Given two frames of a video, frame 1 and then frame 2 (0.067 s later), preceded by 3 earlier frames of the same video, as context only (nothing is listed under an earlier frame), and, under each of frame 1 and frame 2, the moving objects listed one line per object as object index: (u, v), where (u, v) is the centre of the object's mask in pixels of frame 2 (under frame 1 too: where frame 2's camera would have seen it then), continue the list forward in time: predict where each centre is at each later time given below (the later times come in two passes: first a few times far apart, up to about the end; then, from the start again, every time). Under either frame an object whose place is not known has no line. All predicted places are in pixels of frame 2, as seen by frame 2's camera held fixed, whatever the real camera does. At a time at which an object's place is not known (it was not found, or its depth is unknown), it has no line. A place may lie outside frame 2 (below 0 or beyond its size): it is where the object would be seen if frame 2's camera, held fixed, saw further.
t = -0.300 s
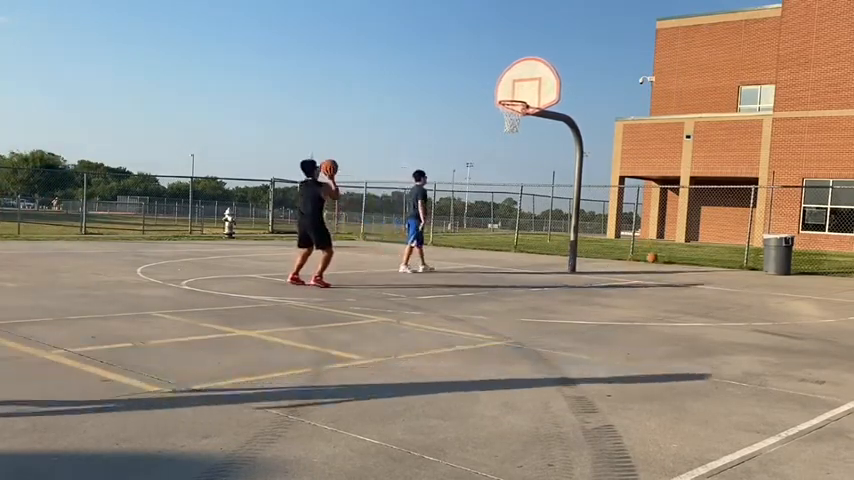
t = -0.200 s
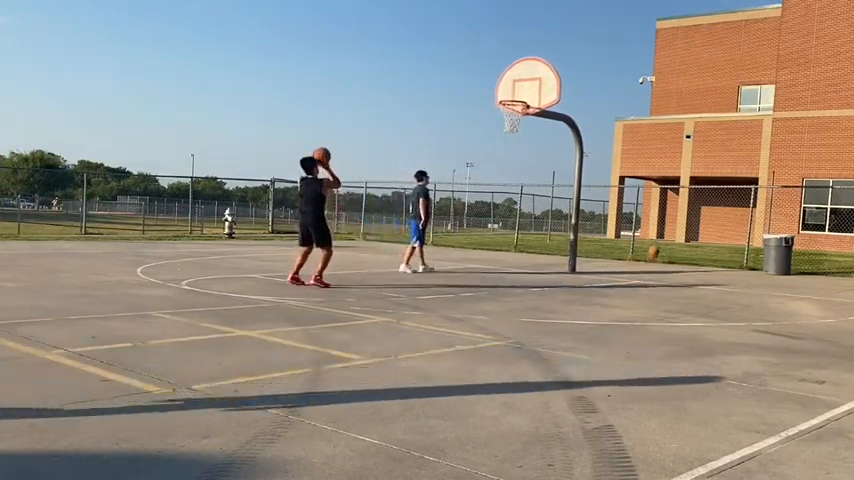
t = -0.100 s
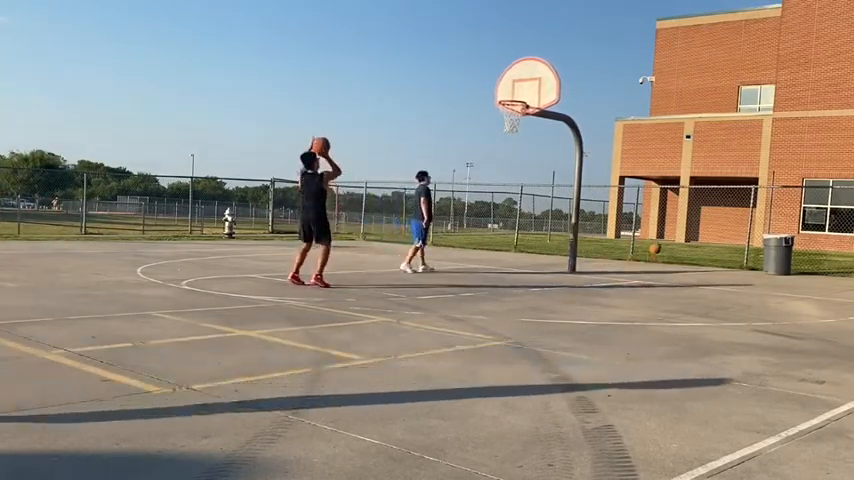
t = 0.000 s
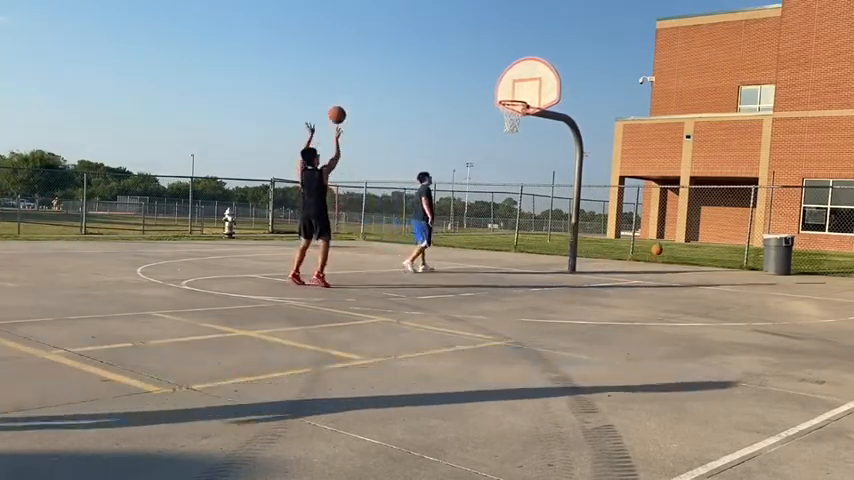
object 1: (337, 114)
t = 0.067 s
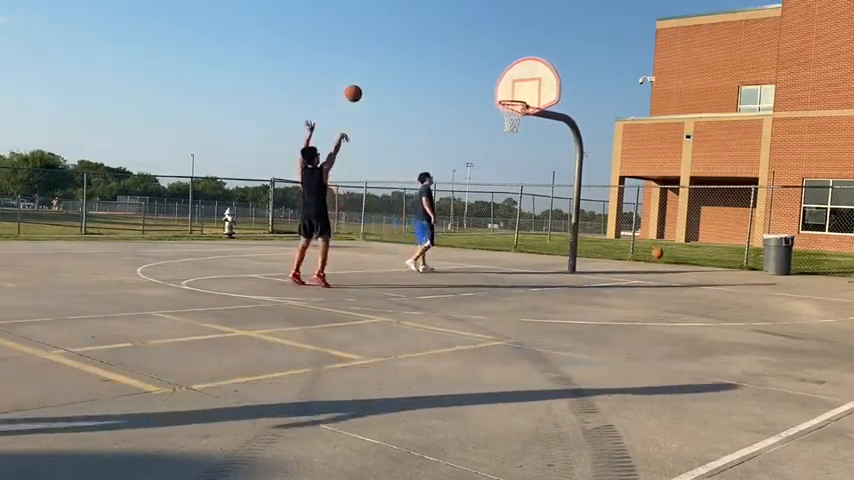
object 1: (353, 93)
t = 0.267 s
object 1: (398, 50)
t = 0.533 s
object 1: (451, 39)
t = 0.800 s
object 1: (494, 71)
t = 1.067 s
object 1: (518, 122)
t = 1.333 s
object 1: (507, 160)
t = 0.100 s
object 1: (361, 84)
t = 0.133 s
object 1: (368, 75)
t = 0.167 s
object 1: (376, 68)
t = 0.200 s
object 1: (384, 61)
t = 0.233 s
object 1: (391, 55)
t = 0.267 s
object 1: (398, 50)
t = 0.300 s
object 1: (406, 46)
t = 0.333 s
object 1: (412, 43)
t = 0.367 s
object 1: (419, 40)
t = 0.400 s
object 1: (426, 39)
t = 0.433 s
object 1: (432, 38)
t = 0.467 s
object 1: (439, 37)
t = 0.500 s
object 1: (445, 38)
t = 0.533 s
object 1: (451, 39)
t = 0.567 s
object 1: (456, 40)
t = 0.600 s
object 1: (462, 43)
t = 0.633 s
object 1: (468, 46)
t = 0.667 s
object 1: (473, 49)
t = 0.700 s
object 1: (479, 54)
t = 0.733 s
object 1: (484, 59)
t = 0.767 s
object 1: (489, 64)
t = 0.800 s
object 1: (494, 71)
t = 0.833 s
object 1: (499, 77)
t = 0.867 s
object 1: (504, 84)
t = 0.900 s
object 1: (509, 92)
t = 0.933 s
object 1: (513, 100)
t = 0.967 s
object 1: (519, 108)
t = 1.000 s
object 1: (520, 116)
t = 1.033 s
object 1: (519, 120)
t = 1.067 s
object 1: (518, 122)
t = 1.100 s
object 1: (517, 124)
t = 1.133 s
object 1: (516, 127)
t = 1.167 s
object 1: (514, 131)
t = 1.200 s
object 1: (513, 136)
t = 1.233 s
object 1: (512, 141)
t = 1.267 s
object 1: (510, 147)
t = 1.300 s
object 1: (509, 153)
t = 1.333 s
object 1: (507, 160)
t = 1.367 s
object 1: (505, 167)
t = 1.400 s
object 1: (504, 175)
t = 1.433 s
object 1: (502, 184)
